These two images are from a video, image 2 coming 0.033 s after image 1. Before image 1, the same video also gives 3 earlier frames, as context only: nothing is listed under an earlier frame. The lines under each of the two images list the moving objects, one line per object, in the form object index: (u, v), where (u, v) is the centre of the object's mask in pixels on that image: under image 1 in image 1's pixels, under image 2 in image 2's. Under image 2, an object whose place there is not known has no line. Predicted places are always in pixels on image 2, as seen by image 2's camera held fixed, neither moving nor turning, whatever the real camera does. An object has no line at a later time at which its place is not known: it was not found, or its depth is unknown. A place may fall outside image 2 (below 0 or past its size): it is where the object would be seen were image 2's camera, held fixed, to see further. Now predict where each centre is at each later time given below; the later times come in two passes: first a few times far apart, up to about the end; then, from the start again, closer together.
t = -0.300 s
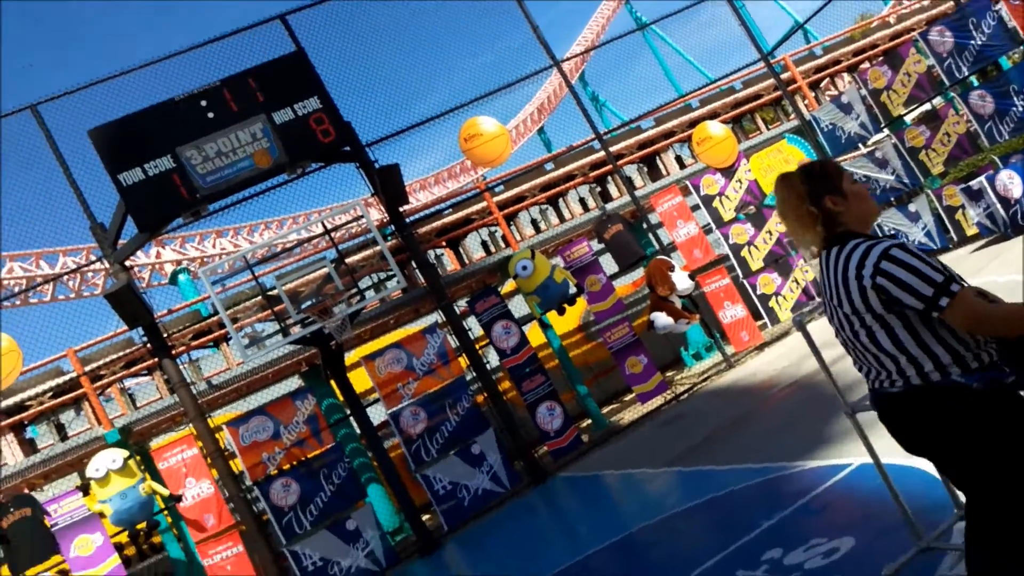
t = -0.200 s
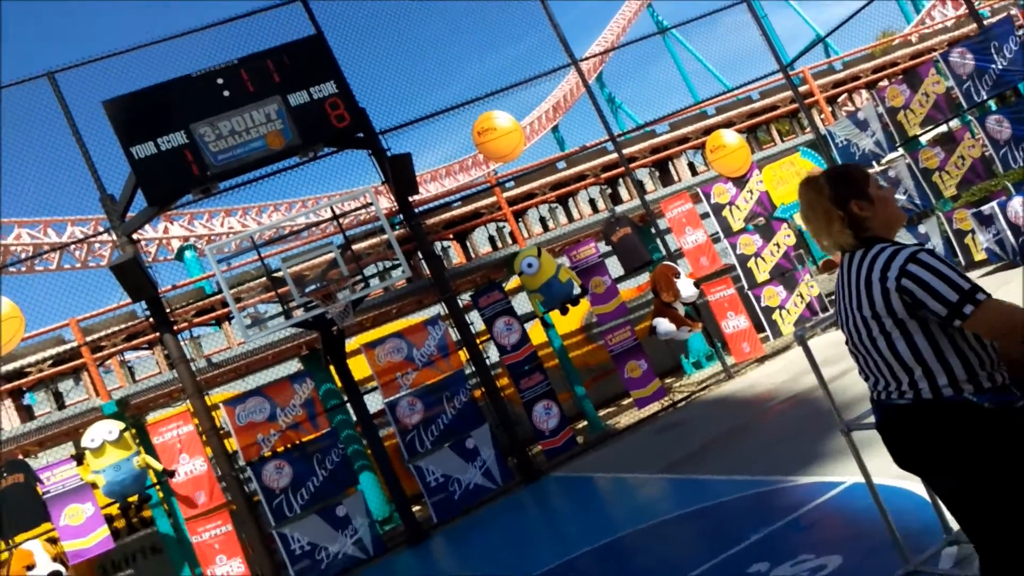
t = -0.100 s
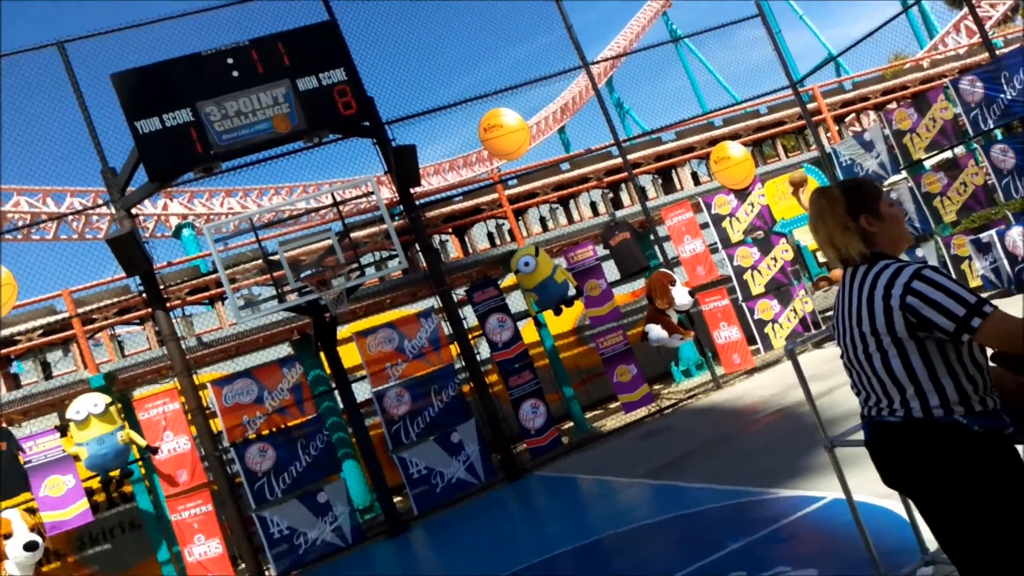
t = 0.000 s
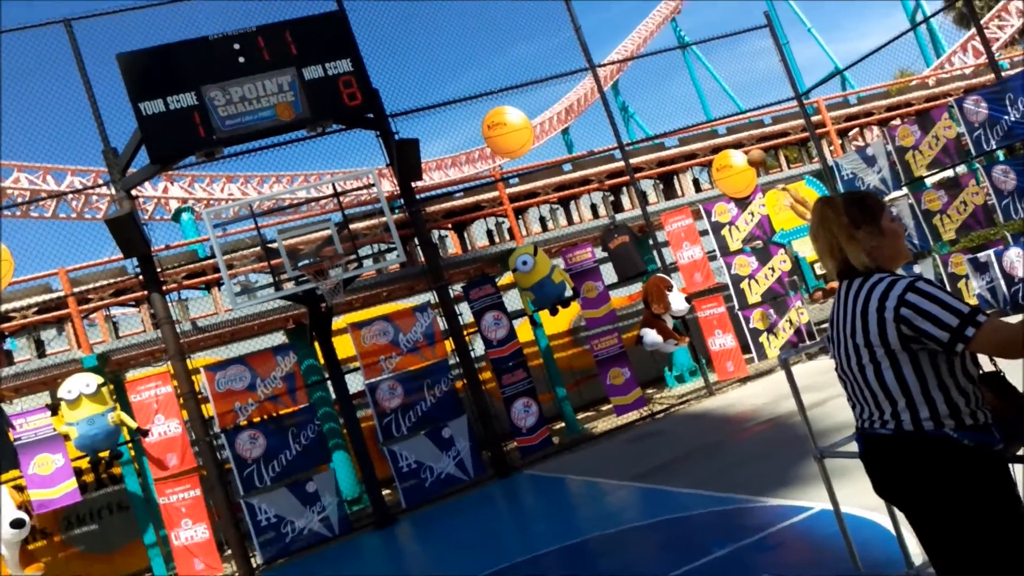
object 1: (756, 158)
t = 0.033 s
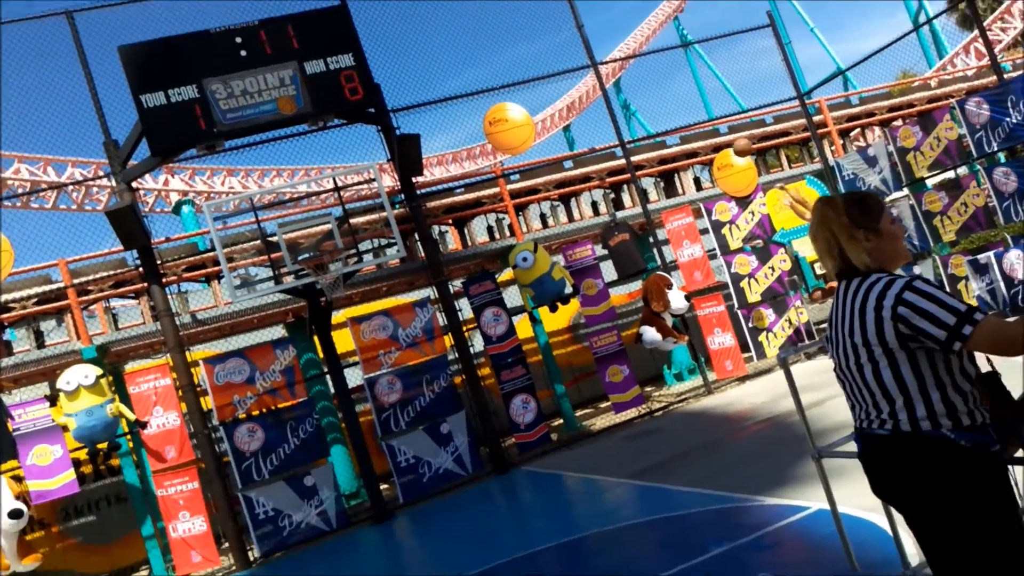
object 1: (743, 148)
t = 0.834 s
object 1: (415, 138)
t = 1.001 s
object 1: (359, 202)
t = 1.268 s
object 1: (297, 289)
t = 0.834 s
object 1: (415, 138)
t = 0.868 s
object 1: (406, 148)
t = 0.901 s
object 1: (393, 158)
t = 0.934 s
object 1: (382, 172)
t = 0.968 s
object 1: (370, 187)
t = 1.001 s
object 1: (359, 202)
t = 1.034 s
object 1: (348, 222)
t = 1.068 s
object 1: (338, 237)
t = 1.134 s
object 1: (315, 271)
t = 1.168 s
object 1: (309, 278)
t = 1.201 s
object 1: (305, 283)
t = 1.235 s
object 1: (302, 286)
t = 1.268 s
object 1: (297, 289)
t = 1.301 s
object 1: (294, 297)
